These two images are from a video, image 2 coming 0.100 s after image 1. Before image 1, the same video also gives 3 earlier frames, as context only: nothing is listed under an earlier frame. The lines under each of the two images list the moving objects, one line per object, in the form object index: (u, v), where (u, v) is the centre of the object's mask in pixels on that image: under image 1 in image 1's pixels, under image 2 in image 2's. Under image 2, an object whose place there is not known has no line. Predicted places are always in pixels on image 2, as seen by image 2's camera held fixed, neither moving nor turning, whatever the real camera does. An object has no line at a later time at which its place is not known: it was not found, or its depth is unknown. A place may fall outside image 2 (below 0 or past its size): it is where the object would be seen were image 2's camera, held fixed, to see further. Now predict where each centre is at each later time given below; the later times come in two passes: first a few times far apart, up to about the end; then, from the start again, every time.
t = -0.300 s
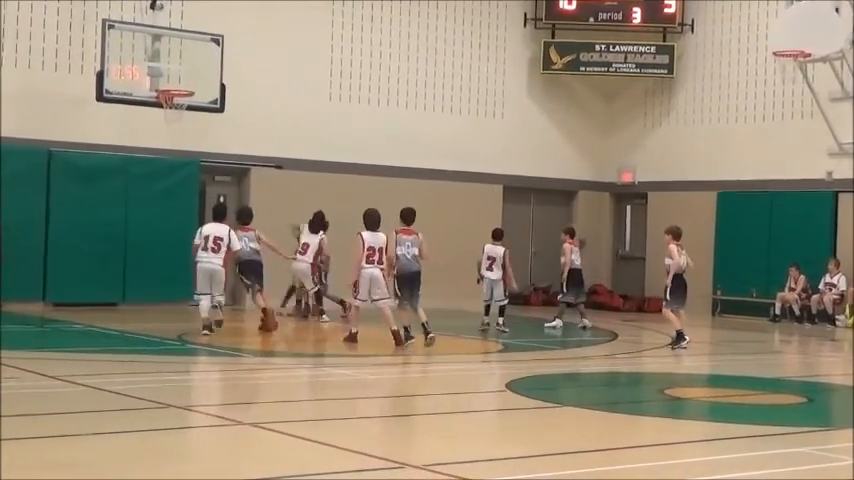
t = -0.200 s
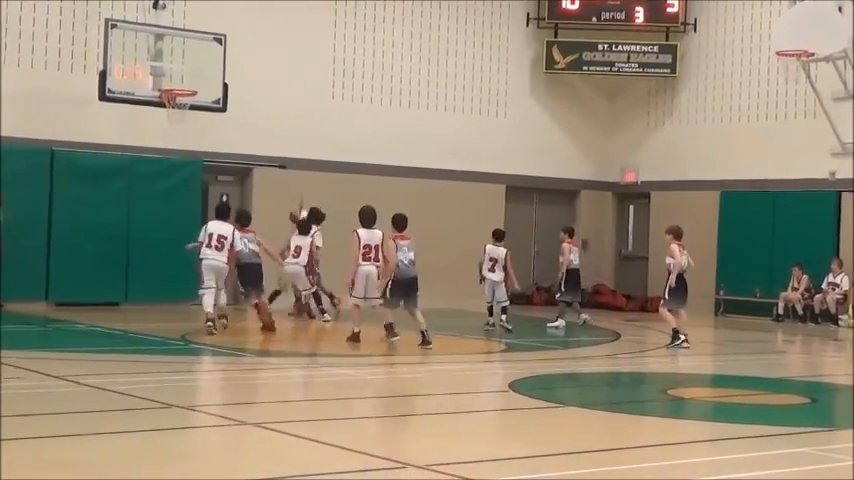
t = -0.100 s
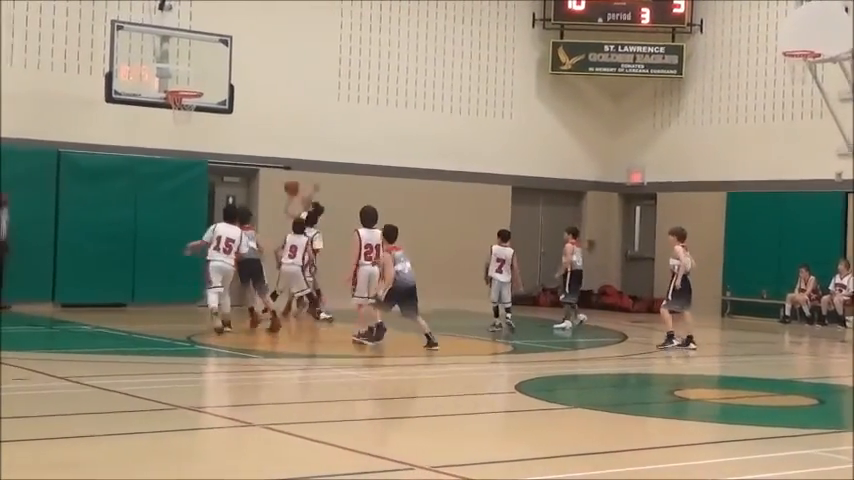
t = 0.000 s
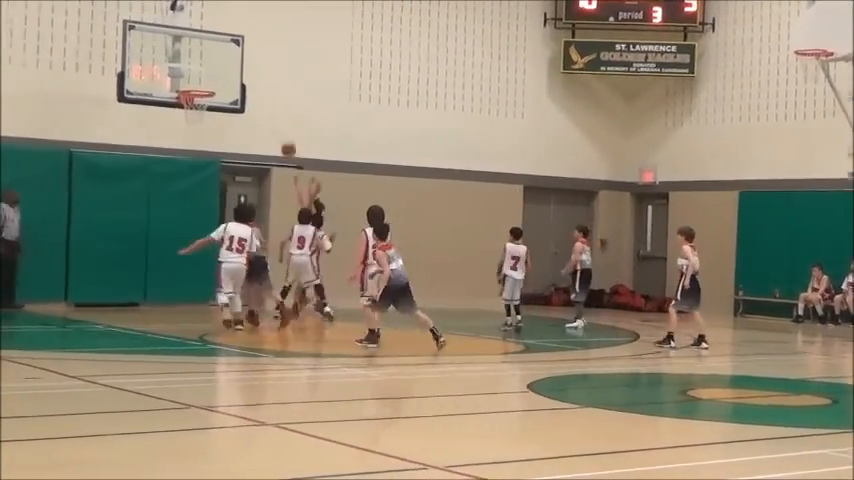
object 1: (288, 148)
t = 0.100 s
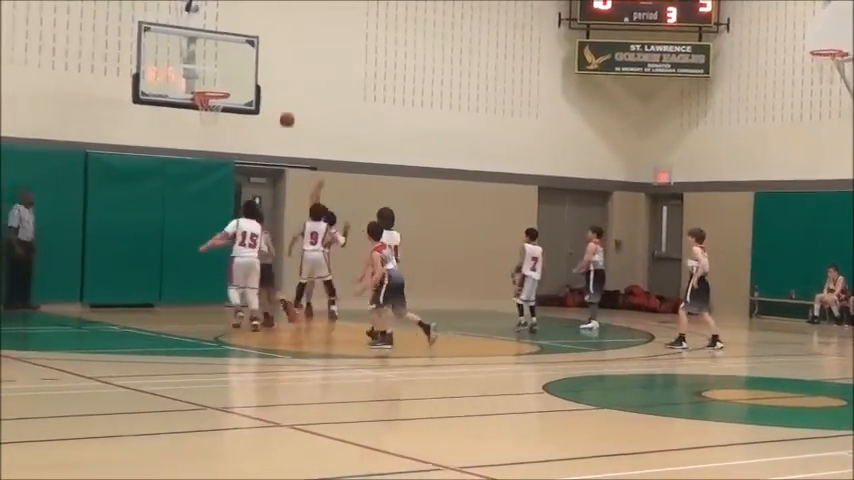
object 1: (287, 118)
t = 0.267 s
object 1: (266, 85)
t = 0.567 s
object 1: (293, 95)
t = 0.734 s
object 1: (306, 126)
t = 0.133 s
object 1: (281, 110)
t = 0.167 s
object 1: (275, 102)
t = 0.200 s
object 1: (270, 94)
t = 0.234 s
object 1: (265, 87)
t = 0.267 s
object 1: (266, 85)
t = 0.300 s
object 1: (270, 82)
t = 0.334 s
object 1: (273, 82)
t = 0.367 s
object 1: (276, 81)
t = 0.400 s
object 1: (279, 82)
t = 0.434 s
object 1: (282, 83)
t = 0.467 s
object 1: (285, 85)
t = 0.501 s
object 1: (287, 88)
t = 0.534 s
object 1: (290, 91)
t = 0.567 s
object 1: (293, 95)
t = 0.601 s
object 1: (296, 100)
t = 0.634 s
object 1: (299, 106)
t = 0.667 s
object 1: (301, 112)
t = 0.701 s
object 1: (303, 119)
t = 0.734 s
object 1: (306, 126)
